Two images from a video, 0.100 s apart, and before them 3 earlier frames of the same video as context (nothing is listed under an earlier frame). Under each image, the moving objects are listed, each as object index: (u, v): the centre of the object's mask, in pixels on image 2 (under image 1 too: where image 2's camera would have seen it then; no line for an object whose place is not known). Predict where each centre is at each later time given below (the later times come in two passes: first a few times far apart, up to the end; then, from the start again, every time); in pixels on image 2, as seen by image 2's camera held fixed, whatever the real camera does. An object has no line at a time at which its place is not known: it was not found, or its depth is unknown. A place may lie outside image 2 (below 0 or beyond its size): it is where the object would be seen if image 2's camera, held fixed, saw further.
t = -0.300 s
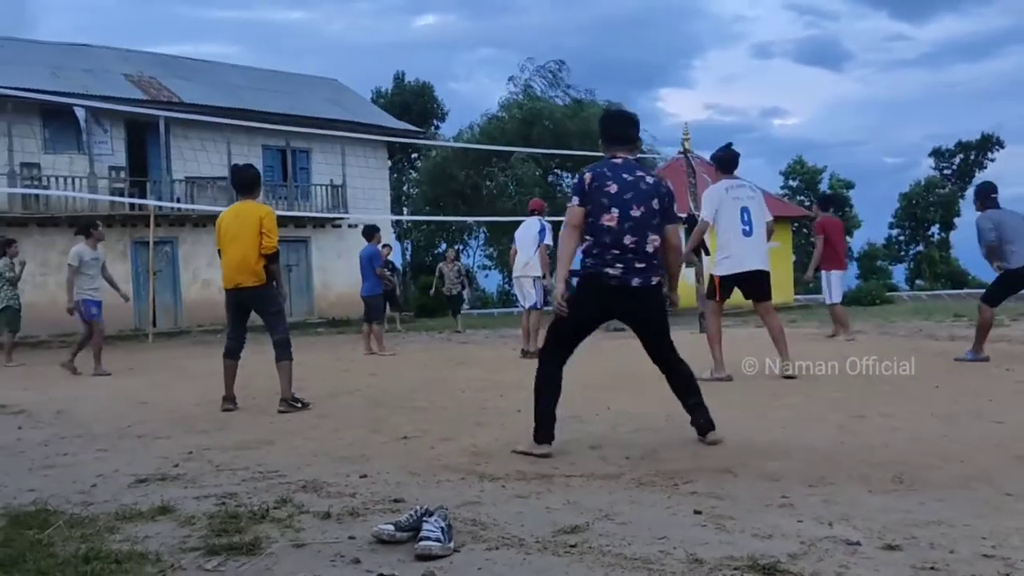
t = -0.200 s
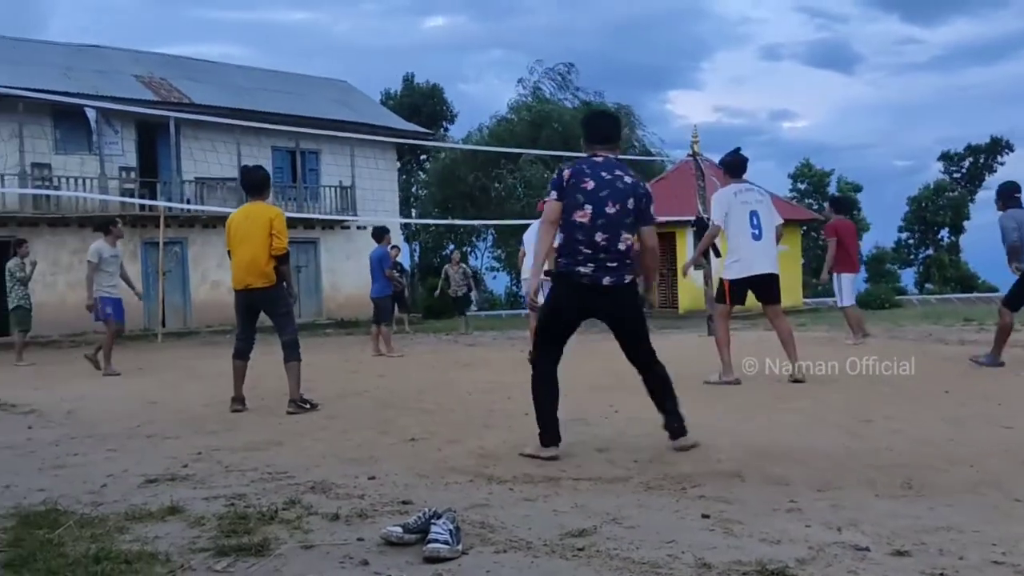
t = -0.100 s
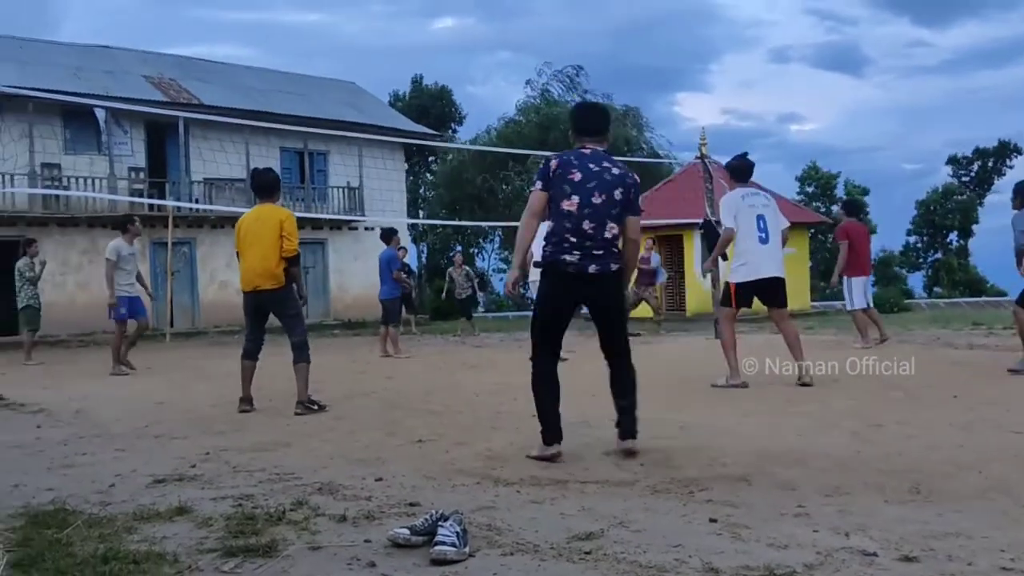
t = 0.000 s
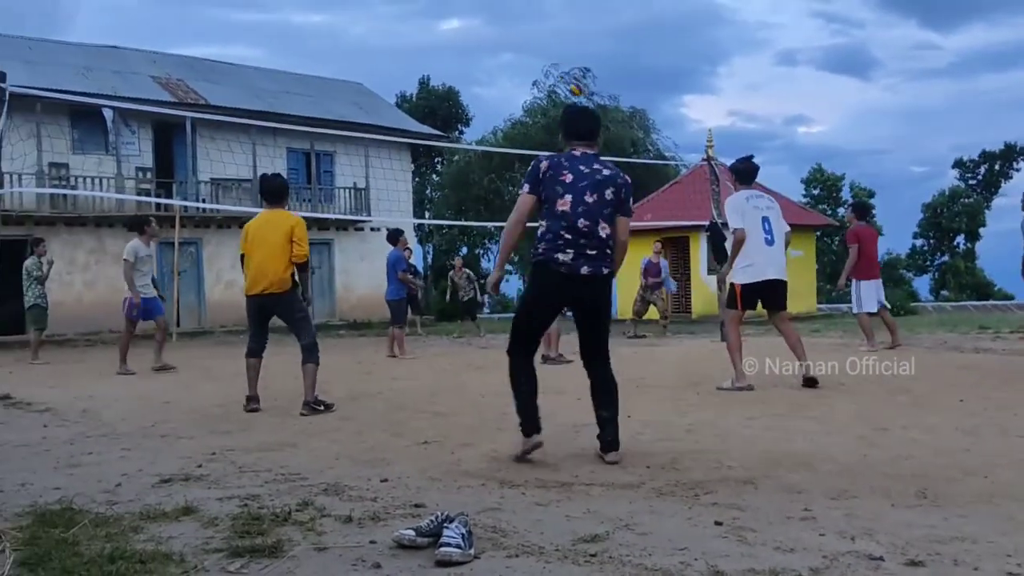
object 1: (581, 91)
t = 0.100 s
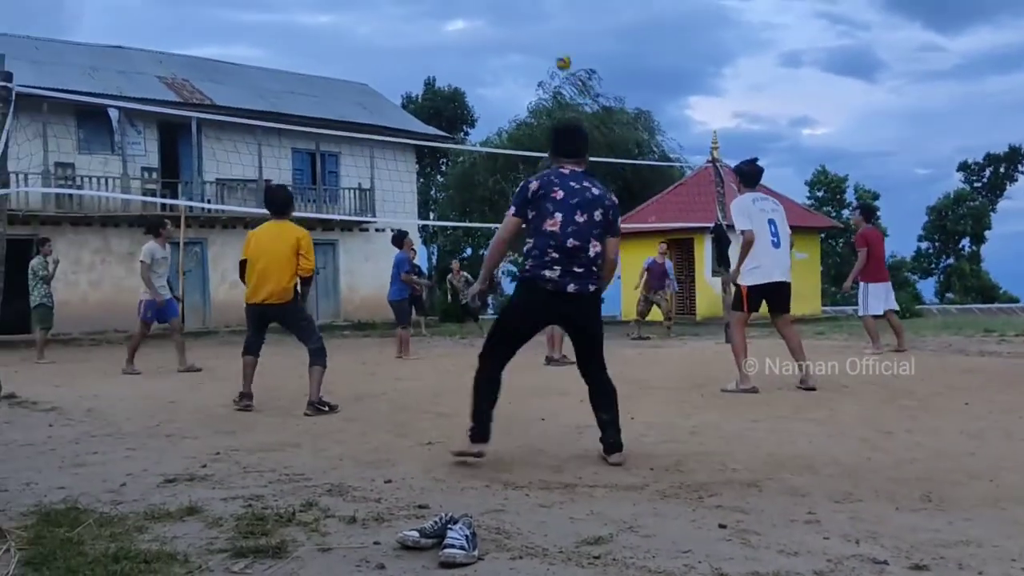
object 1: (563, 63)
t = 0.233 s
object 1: (539, 34)
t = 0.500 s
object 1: (497, 14)
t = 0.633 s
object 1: (477, 27)
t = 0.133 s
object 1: (557, 55)
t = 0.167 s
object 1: (551, 47)
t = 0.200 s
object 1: (545, 40)
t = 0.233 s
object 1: (539, 34)
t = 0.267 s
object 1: (534, 28)
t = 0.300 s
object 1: (528, 24)
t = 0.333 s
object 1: (523, 20)
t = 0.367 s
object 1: (517, 17)
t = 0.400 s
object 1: (512, 15)
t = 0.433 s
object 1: (507, 14)
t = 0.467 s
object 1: (502, 13)
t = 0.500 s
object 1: (497, 14)
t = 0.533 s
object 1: (492, 16)
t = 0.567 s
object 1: (487, 18)
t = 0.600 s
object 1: (481, 22)
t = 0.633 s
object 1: (477, 27)
